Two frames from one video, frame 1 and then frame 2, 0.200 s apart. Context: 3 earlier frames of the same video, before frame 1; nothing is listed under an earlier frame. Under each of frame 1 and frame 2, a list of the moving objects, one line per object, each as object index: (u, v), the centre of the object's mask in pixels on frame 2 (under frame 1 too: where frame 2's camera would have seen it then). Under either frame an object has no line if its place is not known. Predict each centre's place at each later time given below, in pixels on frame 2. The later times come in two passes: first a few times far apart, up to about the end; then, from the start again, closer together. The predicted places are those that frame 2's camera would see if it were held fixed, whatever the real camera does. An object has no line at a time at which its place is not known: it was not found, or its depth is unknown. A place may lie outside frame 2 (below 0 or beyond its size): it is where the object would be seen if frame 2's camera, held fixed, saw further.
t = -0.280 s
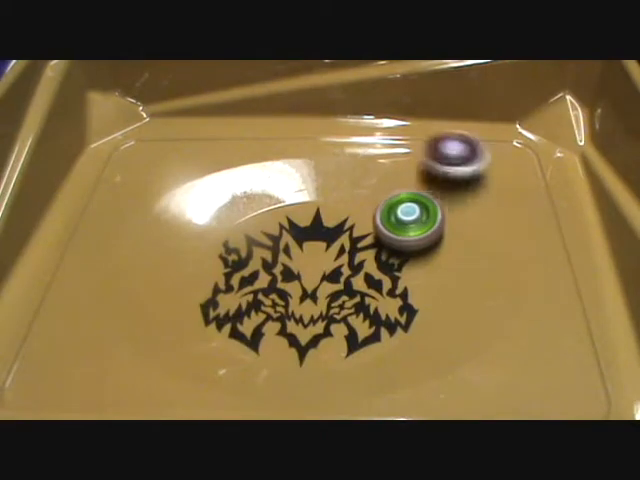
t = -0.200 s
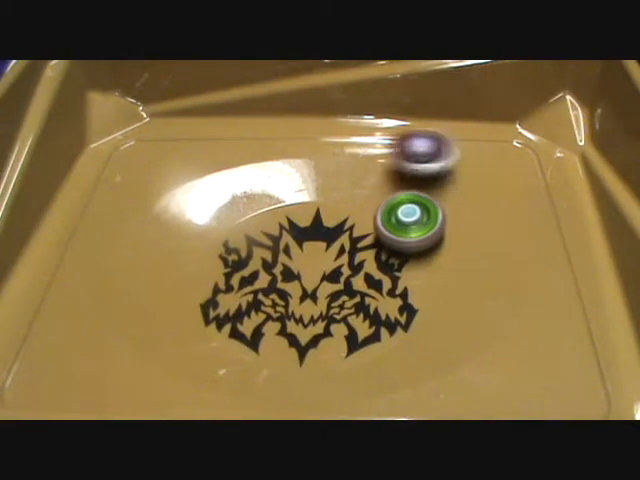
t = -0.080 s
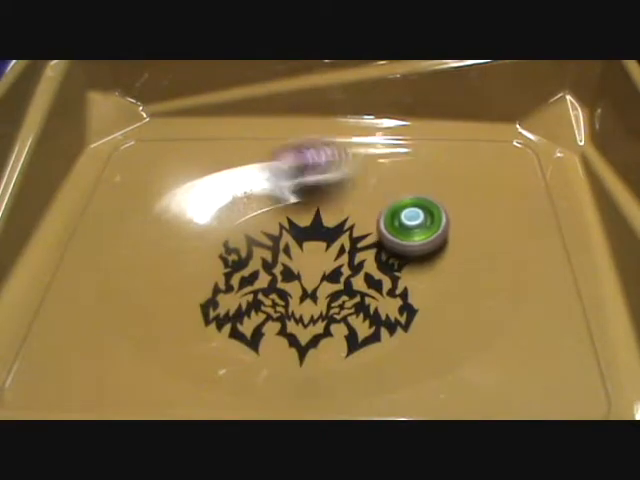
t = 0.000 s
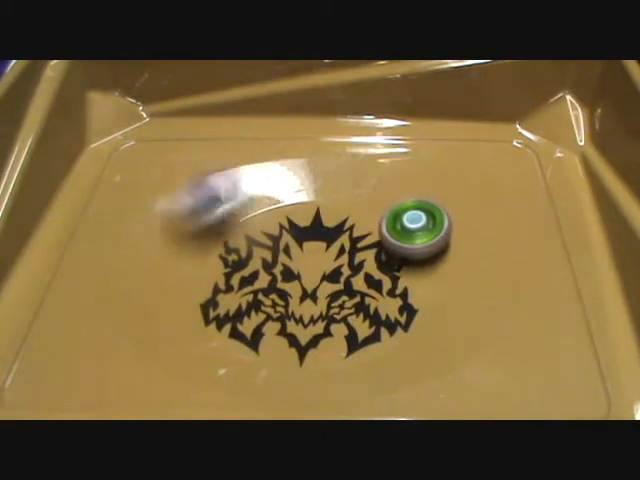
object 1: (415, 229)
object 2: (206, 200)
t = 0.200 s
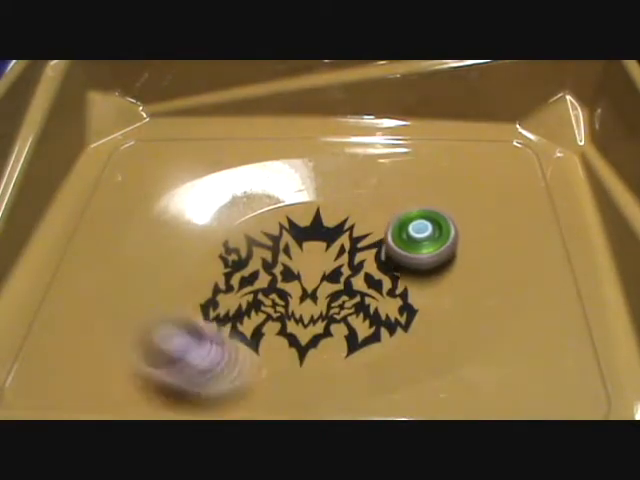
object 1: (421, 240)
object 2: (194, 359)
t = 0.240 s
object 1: (422, 242)
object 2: (250, 376)
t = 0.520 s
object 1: (423, 258)
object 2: (494, 210)
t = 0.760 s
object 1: (419, 269)
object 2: (208, 179)
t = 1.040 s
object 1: (405, 282)
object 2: (56, 348)
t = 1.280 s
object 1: (385, 292)
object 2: (175, 369)
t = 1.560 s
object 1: (396, 198)
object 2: (469, 321)
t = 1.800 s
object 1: (284, 152)
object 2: (356, 192)
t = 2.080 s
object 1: (30, 347)
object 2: (121, 281)
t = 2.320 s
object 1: (10, 372)
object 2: (309, 353)
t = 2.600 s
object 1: (53, 371)
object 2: (401, 181)
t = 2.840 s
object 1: (100, 363)
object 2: (172, 191)
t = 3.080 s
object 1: (145, 357)
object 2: (237, 342)
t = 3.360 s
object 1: (319, 310)
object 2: (469, 219)
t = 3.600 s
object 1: (394, 264)
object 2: (274, 172)
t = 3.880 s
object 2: (273, 351)
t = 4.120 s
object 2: (543, 284)
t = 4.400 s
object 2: (493, 400)
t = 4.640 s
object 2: (447, 349)
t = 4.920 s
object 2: (529, 270)
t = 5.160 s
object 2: (389, 170)
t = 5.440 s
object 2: (201, 142)
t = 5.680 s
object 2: (111, 142)
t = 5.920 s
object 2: (107, 148)
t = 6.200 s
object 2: (123, 132)
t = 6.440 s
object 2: (129, 128)
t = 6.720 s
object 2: (130, 128)
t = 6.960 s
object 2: (130, 130)
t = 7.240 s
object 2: (144, 126)
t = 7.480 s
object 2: (148, 129)
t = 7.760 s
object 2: (170, 125)
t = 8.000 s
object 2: (165, 129)
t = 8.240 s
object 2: (168, 127)
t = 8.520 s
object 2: (138, 133)
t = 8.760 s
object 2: (132, 156)
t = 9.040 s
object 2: (150, 193)
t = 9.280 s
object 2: (177, 274)
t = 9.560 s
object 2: (275, 336)
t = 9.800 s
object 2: (389, 334)
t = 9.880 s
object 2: (417, 314)
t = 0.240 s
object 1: (422, 242)
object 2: (250, 376)
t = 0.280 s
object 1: (422, 244)
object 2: (324, 381)
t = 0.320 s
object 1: (422, 247)
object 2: (394, 371)
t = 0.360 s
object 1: (423, 249)
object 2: (454, 346)
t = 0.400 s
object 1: (423, 251)
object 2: (493, 315)
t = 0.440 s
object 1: (424, 253)
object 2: (511, 280)
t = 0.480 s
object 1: (424, 256)
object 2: (511, 243)
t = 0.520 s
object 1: (423, 258)
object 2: (494, 210)
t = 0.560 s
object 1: (422, 259)
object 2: (463, 182)
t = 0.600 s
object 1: (422, 261)
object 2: (420, 165)
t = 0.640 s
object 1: (422, 263)
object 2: (370, 154)
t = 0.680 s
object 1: (421, 265)
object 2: (315, 153)
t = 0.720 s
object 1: (421, 267)
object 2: (265, 157)
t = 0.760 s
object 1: (419, 269)
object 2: (208, 179)
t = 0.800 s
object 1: (418, 271)
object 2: (163, 193)
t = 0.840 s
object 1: (416, 273)
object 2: (127, 219)
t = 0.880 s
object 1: (414, 275)
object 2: (101, 246)
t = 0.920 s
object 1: (412, 277)
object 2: (83, 277)
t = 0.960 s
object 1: (409, 279)
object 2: (69, 306)
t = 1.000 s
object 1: (407, 280)
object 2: (61, 329)
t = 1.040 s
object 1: (405, 282)
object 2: (56, 348)
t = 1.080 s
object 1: (402, 285)
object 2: (56, 364)
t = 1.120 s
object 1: (400, 287)
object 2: (60, 371)
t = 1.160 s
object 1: (398, 288)
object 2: (73, 375)
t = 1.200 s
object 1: (393, 290)
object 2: (99, 375)
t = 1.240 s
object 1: (390, 291)
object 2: (137, 373)
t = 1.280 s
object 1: (385, 292)
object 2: (175, 369)
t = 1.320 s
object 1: (380, 294)
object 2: (209, 366)
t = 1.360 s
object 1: (375, 296)
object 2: (247, 366)
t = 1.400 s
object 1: (371, 296)
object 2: (306, 364)
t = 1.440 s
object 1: (372, 288)
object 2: (363, 354)
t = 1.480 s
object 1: (387, 254)
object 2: (398, 355)
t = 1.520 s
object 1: (396, 222)
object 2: (435, 344)
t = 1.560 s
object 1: (396, 198)
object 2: (469, 321)
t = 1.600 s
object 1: (390, 172)
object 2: (485, 294)
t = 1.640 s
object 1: (377, 154)
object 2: (484, 265)
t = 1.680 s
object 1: (359, 143)
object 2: (468, 237)
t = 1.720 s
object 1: (338, 140)
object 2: (438, 217)
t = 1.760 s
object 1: (313, 141)
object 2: (400, 202)
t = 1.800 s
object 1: (284, 152)
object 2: (356, 192)
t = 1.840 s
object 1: (251, 163)
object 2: (315, 188)
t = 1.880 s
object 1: (211, 176)
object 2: (271, 187)
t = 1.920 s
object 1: (165, 209)
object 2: (248, 198)
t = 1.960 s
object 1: (130, 235)
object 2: (205, 209)
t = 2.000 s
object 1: (91, 269)
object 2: (170, 233)
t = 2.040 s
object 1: (54, 312)
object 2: (142, 256)
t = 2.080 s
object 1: (30, 347)
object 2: (121, 281)
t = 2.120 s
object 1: (19, 374)
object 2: (112, 309)
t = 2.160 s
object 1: (21, 376)
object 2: (109, 333)
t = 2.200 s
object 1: (23, 376)
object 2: (130, 344)
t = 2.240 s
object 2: (184, 348)
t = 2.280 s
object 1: (6, 370)
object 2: (246, 353)
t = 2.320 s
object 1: (10, 372)
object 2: (309, 353)
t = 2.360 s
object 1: (15, 371)
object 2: (361, 341)
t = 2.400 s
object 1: (22, 371)
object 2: (398, 320)
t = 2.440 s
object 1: (29, 371)
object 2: (423, 296)
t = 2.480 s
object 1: (34, 371)
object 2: (435, 268)
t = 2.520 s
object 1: (39, 371)
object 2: (436, 236)
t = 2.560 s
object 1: (45, 371)
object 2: (426, 207)
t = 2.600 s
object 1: (53, 371)
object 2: (401, 181)
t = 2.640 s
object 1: (61, 370)
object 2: (367, 162)
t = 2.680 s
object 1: (68, 368)
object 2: (326, 152)
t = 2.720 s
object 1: (76, 367)
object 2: (285, 152)
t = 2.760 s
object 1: (84, 366)
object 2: (246, 157)
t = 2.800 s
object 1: (92, 365)
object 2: (206, 171)
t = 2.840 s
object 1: (100, 363)
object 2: (172, 191)
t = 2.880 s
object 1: (109, 362)
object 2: (145, 215)
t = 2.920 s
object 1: (117, 360)
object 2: (136, 242)
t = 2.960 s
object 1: (124, 359)
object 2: (136, 271)
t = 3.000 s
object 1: (131, 359)
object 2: (153, 293)
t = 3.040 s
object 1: (138, 359)
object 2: (192, 317)
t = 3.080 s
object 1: (145, 357)
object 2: (237, 342)
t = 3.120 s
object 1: (154, 356)
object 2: (289, 355)
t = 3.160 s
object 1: (166, 357)
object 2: (351, 350)
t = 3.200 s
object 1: (187, 355)
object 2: (402, 332)
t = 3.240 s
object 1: (215, 350)
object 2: (439, 307)
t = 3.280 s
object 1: (252, 342)
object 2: (461, 276)
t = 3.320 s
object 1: (289, 326)
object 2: (471, 246)
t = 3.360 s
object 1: (319, 310)
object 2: (469, 219)
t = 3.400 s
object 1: (344, 297)
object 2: (457, 194)
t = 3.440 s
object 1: (363, 286)
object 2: (431, 175)
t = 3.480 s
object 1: (376, 277)
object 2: (396, 162)
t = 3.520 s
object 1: (384, 272)
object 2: (356, 159)
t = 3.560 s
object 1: (390, 268)
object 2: (315, 162)
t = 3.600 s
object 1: (394, 264)
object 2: (274, 172)
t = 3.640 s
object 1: (397, 263)
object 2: (229, 194)
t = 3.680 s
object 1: (400, 260)
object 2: (206, 217)
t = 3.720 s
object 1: (403, 257)
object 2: (190, 248)
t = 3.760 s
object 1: (405, 255)
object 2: (187, 278)
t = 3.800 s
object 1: (407, 253)
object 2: (198, 308)
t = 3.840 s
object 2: (228, 335)
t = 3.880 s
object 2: (273, 351)
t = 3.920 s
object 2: (328, 358)
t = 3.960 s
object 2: (381, 346)
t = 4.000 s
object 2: (428, 324)
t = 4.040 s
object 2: (458, 299)
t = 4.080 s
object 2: (476, 275)
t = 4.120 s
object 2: (543, 284)
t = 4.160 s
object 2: (599, 311)
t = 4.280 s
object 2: (541, 387)
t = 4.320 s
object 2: (525, 396)
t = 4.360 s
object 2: (500, 404)
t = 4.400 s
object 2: (493, 400)
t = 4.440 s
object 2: (485, 401)
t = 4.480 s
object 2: (475, 397)
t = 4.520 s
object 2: (468, 391)
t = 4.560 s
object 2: (461, 382)
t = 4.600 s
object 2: (457, 369)
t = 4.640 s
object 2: (447, 349)
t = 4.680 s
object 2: (463, 344)
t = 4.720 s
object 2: (526, 372)
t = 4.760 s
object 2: (593, 398)
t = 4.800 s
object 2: (612, 370)
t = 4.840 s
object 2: (594, 332)
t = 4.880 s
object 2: (562, 295)
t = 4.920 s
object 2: (529, 270)
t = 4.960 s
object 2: (505, 248)
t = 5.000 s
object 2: (484, 228)
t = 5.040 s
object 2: (464, 210)
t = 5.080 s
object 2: (440, 194)
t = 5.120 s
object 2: (415, 181)
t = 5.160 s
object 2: (389, 170)
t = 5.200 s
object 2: (357, 161)
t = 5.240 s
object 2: (328, 153)
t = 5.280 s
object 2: (300, 149)
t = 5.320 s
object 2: (267, 146)
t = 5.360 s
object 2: (238, 147)
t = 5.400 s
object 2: (217, 146)
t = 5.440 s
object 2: (201, 142)
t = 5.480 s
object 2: (188, 134)
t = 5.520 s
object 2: (172, 130)
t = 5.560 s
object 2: (158, 127)
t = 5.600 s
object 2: (141, 127)
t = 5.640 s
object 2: (121, 130)
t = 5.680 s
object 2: (111, 142)
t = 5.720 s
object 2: (107, 151)
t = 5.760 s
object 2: (105, 159)
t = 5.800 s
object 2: (105, 161)
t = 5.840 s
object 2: (105, 159)
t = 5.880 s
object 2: (106, 154)
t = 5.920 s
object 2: (107, 148)
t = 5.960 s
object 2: (109, 140)
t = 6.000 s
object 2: (115, 136)
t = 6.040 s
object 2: (119, 131)
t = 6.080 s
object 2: (122, 132)
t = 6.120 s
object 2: (123, 131)
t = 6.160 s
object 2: (124, 129)
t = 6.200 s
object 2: (123, 132)
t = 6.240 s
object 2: (122, 132)
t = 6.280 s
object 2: (125, 129)
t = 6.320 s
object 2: (125, 131)
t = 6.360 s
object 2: (124, 132)
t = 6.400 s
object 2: (126, 132)
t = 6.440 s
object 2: (129, 128)
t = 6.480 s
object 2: (128, 129)
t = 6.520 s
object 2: (123, 132)
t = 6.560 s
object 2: (124, 132)
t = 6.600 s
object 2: (128, 130)
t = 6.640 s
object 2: (132, 126)
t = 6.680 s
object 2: (130, 129)
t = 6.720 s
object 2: (130, 128)
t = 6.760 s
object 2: (133, 127)
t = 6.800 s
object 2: (128, 130)
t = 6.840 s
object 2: (128, 130)
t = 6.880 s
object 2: (133, 128)
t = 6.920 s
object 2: (135, 127)
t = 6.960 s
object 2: (130, 130)
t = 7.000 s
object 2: (130, 130)
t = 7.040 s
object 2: (135, 128)
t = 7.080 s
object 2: (139, 126)
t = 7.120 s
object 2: (136, 129)
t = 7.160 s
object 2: (136, 129)
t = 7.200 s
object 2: (140, 128)
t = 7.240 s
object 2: (144, 126)
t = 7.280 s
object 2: (143, 127)
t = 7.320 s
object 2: (145, 127)
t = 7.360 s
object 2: (149, 126)
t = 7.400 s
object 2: (144, 128)
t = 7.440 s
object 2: (144, 129)
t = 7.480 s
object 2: (148, 129)
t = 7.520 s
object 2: (153, 128)
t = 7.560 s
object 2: (160, 127)
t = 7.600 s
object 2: (165, 124)
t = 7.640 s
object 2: (164, 127)
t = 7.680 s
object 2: (165, 127)
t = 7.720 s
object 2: (169, 126)
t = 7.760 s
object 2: (170, 125)
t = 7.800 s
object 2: (166, 128)
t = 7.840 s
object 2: (165, 128)
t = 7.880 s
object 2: (168, 127)
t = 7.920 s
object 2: (171, 126)
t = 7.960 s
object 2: (171, 126)
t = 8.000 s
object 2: (165, 129)
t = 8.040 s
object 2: (163, 129)
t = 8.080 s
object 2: (163, 128)
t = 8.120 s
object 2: (164, 128)
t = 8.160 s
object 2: (167, 126)
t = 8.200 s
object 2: (170, 125)
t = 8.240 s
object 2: (168, 127)
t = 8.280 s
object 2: (166, 127)
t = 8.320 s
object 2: (167, 126)
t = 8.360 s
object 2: (167, 125)
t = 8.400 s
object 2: (160, 128)
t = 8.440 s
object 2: (152, 130)
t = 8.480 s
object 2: (146, 132)
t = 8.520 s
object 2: (138, 133)
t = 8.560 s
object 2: (134, 137)
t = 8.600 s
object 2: (132, 140)
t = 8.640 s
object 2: (132, 144)
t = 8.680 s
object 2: (131, 148)
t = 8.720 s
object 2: (132, 153)
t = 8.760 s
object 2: (132, 156)
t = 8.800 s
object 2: (134, 161)
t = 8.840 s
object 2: (136, 164)
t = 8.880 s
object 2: (138, 168)
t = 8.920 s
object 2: (140, 173)
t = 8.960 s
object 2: (144, 178)
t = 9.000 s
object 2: (149, 184)
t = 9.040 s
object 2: (150, 193)
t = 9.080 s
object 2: (149, 205)
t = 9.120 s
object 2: (150, 220)
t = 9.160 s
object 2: (154, 234)
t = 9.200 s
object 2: (160, 247)
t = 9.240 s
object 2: (168, 262)
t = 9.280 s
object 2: (177, 274)
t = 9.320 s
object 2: (189, 287)
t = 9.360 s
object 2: (202, 299)
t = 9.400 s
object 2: (216, 307)
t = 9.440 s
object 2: (231, 315)
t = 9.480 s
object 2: (245, 322)
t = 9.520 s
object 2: (259, 329)
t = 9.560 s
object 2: (275, 336)
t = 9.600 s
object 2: (292, 344)
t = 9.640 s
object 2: (306, 349)
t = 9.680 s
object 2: (326, 351)
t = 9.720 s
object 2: (349, 347)
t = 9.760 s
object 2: (369, 342)
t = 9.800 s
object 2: (389, 334)
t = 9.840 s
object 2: (406, 324)
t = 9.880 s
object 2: (417, 314)
